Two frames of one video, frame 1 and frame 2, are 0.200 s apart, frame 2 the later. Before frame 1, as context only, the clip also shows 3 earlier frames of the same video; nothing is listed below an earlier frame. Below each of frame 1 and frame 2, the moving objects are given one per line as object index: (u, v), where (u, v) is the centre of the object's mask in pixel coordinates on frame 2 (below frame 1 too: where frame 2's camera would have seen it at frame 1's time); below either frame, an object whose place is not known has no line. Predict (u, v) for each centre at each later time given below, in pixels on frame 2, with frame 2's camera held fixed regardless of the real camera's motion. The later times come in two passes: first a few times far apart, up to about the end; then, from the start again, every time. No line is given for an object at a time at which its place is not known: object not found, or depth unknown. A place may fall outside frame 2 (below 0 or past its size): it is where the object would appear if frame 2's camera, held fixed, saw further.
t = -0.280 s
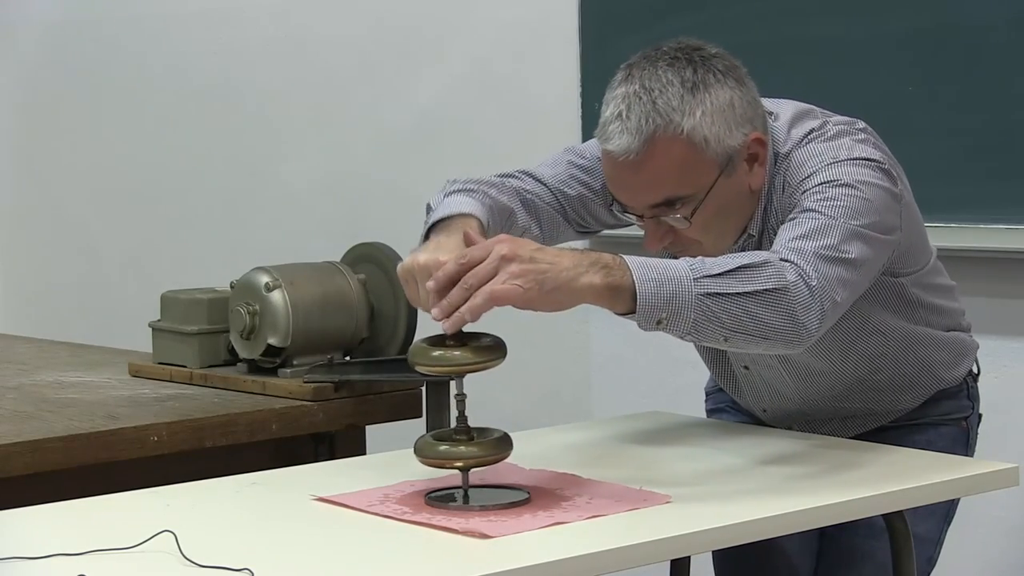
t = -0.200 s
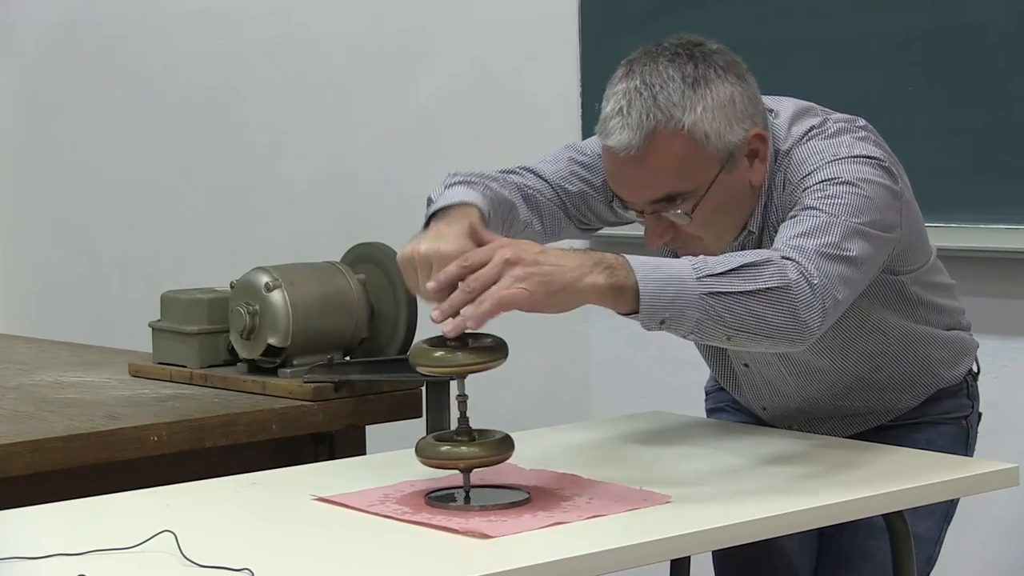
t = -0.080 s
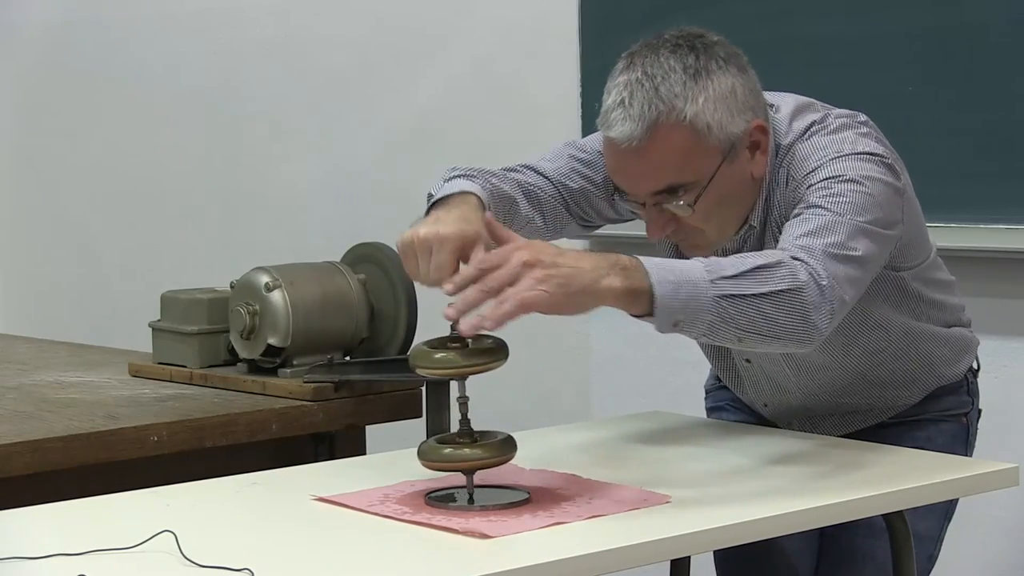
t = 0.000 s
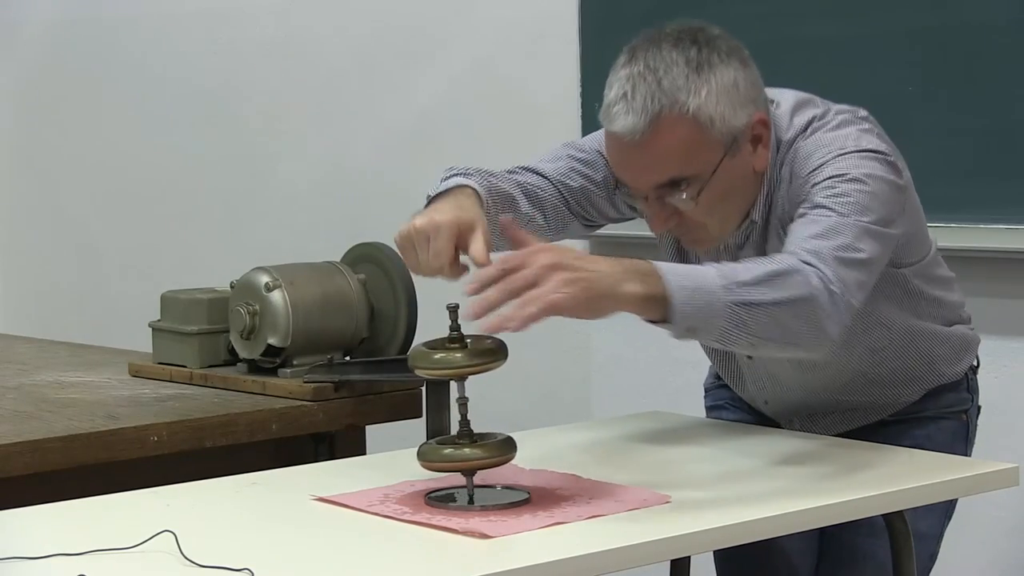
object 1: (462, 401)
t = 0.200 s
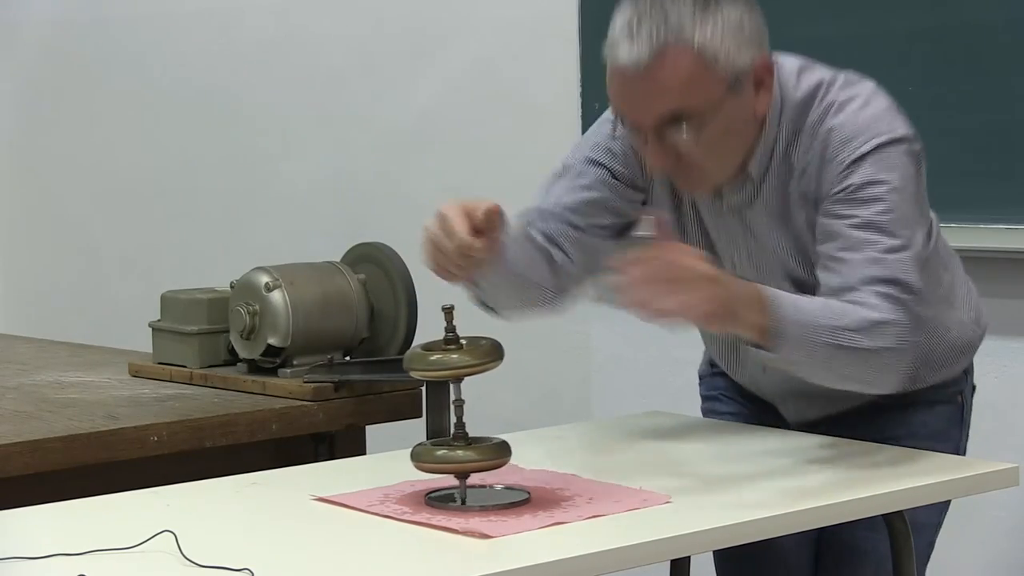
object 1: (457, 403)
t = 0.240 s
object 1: (455, 403)
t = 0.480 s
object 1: (445, 404)
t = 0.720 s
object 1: (456, 407)
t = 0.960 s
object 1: (469, 407)
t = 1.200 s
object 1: (487, 406)
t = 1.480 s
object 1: (508, 404)
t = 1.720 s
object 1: (513, 402)
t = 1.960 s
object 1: (498, 403)
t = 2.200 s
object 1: (479, 402)
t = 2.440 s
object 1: (465, 401)
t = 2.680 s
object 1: (457, 400)
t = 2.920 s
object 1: (456, 401)
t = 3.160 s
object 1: (467, 403)
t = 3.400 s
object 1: (474, 404)
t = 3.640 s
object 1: (476, 404)
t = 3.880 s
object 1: (478, 404)
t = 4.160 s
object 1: (481, 403)
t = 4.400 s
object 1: (482, 402)
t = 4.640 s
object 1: (487, 399)
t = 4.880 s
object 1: (491, 397)
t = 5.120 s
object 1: (492, 397)
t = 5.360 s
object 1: (486, 398)
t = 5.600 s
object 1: (478, 401)
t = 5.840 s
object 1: (466, 402)
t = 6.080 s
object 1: (453, 404)
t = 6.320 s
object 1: (446, 405)
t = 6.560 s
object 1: (448, 406)
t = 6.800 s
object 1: (459, 406)
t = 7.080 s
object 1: (477, 405)
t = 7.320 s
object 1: (494, 404)
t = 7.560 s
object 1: (506, 403)
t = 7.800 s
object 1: (508, 403)
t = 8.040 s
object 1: (500, 403)
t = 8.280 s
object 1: (485, 402)
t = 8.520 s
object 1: (472, 402)
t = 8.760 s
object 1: (461, 401)
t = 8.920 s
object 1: (457, 401)
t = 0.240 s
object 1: (455, 403)
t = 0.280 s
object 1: (453, 403)
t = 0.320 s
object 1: (451, 403)
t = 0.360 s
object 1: (450, 403)
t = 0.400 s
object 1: (448, 404)
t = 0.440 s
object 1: (446, 404)
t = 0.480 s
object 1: (445, 404)
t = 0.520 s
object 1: (445, 404)
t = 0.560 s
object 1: (447, 404)
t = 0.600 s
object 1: (449, 404)
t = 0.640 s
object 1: (452, 405)
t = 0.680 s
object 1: (454, 406)
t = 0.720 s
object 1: (456, 407)
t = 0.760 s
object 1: (457, 407)
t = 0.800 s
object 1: (458, 407)
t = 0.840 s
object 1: (461, 406)
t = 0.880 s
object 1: (464, 406)
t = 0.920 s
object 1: (467, 406)
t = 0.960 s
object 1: (469, 407)
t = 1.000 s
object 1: (472, 406)
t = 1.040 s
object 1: (475, 407)
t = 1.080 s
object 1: (478, 407)
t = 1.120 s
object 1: (480, 406)
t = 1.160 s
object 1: (484, 406)
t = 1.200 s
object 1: (487, 406)
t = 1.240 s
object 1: (491, 405)
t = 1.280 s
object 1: (494, 405)
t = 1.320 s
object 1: (498, 405)
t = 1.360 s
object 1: (500, 405)
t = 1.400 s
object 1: (503, 405)
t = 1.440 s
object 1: (506, 405)
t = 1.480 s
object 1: (508, 404)
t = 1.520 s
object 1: (511, 404)
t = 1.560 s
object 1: (513, 404)
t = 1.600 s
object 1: (514, 404)
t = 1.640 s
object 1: (515, 403)
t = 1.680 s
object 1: (514, 403)
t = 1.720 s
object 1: (513, 402)
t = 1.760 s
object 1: (511, 402)
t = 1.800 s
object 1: (509, 401)
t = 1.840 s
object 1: (507, 402)
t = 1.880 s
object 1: (504, 403)
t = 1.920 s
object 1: (501, 403)
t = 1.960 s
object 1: (498, 403)
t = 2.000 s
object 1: (494, 402)
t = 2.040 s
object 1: (491, 402)
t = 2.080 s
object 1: (488, 402)
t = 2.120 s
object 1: (485, 402)
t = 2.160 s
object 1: (482, 402)
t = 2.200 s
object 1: (479, 402)
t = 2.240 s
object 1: (477, 402)
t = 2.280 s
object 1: (474, 402)
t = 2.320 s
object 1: (471, 401)
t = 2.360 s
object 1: (469, 401)
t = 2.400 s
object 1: (467, 401)
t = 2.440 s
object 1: (465, 401)
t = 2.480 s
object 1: (464, 401)
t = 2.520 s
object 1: (462, 401)
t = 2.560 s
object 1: (460, 400)
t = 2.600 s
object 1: (459, 400)
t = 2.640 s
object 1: (458, 400)
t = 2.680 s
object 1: (457, 400)
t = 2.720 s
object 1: (456, 400)
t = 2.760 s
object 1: (455, 401)
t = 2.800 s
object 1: (454, 401)
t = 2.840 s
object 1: (454, 402)
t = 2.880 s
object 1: (455, 401)
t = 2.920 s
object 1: (456, 401)
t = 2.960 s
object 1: (458, 401)
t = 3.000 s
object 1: (460, 402)
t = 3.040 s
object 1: (462, 402)
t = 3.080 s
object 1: (464, 402)
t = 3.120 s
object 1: (465, 403)
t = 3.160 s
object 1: (467, 403)
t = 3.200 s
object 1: (468, 402)
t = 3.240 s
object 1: (470, 403)
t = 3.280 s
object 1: (471, 403)
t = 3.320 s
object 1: (472, 403)
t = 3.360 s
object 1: (474, 403)
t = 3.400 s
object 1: (474, 404)
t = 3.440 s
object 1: (475, 404)
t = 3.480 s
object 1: (475, 404)
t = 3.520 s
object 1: (476, 404)
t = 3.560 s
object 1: (476, 404)
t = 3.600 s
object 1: (476, 404)
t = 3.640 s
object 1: (476, 404)
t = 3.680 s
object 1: (477, 405)
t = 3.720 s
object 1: (476, 405)
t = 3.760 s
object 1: (476, 405)
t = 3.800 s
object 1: (477, 405)
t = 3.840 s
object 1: (477, 404)
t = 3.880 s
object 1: (478, 404)
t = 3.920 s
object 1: (479, 404)
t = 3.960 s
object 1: (480, 404)
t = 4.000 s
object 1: (481, 404)
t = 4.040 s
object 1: (481, 404)
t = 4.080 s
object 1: (481, 404)
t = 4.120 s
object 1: (481, 404)
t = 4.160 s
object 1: (481, 403)
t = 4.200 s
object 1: (482, 403)
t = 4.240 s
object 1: (482, 402)
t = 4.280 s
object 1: (482, 402)
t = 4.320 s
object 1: (482, 402)
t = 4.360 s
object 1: (482, 402)
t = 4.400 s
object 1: (482, 402)
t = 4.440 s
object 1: (483, 401)
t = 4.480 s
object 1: (484, 401)
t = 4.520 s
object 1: (485, 400)
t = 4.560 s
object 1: (485, 400)
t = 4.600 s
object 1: (486, 400)
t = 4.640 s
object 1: (487, 399)
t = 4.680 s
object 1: (488, 399)
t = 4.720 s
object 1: (489, 399)
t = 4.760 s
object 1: (490, 399)
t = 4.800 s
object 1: (490, 398)
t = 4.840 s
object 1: (491, 398)
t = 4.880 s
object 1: (491, 397)
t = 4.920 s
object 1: (492, 397)
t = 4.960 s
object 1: (492, 397)
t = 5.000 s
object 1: (493, 397)
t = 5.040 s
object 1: (492, 397)
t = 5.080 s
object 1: (492, 397)
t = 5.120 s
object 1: (492, 397)
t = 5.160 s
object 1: (491, 397)
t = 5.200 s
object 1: (490, 397)
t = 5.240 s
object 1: (489, 397)
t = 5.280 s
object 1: (489, 398)
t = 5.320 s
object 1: (487, 398)
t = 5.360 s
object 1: (486, 398)
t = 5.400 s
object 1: (485, 399)
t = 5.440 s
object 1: (483, 399)
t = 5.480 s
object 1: (482, 399)
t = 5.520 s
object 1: (481, 399)
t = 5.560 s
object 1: (480, 400)
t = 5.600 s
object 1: (478, 401)
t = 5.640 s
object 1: (475, 401)
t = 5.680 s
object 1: (473, 401)
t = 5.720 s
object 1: (471, 401)
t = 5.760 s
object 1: (469, 401)
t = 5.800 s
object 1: (468, 402)
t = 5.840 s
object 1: (466, 402)
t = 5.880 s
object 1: (464, 403)
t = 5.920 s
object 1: (461, 403)
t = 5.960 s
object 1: (459, 404)
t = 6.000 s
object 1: (456, 404)
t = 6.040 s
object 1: (454, 404)
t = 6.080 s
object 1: (453, 404)
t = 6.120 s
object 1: (451, 405)
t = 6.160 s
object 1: (449, 405)
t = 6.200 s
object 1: (448, 405)
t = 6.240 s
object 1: (447, 405)
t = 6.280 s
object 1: (446, 405)
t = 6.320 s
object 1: (446, 405)
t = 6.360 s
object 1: (446, 405)
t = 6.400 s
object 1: (446, 405)
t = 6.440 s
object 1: (446, 406)
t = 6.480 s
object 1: (446, 406)
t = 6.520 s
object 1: (447, 406)
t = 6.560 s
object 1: (448, 406)
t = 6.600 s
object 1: (449, 406)
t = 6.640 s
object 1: (451, 406)
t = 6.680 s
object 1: (453, 406)
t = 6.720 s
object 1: (455, 406)
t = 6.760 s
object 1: (457, 406)
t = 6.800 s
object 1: (459, 406)
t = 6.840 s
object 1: (461, 406)
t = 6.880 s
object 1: (464, 406)
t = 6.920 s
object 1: (466, 405)
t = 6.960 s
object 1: (469, 405)
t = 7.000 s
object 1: (472, 405)
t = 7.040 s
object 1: (474, 405)
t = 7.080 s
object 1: (477, 405)
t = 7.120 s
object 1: (480, 405)
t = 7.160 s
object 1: (482, 405)
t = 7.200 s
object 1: (484, 404)
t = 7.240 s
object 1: (487, 404)
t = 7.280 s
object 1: (491, 404)
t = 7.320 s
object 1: (494, 404)
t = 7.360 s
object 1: (496, 404)
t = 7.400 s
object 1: (499, 404)
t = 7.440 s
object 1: (501, 404)
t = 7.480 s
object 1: (503, 403)
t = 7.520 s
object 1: (504, 403)
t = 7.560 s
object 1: (506, 403)
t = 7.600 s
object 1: (507, 403)
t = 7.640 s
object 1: (508, 403)
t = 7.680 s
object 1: (508, 403)
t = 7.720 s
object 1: (509, 403)
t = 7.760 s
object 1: (508, 403)
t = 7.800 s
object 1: (508, 403)
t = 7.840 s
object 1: (507, 402)
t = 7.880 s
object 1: (506, 403)
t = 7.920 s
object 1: (505, 402)
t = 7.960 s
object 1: (504, 403)
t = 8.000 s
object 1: (502, 403)
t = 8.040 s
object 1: (500, 403)
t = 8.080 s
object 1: (498, 402)
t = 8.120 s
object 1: (495, 402)
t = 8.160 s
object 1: (493, 402)
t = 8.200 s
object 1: (491, 402)
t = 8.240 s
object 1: (488, 403)
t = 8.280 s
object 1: (485, 402)
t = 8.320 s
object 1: (483, 402)
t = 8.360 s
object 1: (481, 402)
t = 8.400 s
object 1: (478, 402)
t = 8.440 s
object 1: (476, 402)
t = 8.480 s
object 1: (474, 402)
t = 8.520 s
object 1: (472, 402)
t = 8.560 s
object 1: (470, 402)
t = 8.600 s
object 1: (468, 402)
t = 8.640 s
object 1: (466, 402)
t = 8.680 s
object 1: (464, 402)
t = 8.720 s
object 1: (463, 401)
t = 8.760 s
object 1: (461, 401)
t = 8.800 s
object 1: (460, 401)
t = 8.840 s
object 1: (459, 401)
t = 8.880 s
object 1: (458, 401)
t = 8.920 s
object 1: (457, 401)
